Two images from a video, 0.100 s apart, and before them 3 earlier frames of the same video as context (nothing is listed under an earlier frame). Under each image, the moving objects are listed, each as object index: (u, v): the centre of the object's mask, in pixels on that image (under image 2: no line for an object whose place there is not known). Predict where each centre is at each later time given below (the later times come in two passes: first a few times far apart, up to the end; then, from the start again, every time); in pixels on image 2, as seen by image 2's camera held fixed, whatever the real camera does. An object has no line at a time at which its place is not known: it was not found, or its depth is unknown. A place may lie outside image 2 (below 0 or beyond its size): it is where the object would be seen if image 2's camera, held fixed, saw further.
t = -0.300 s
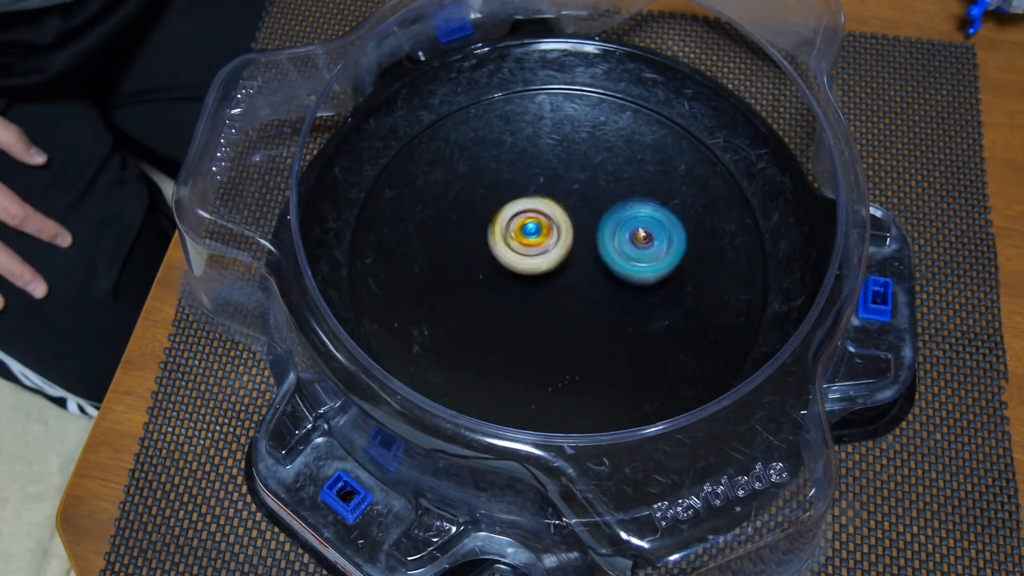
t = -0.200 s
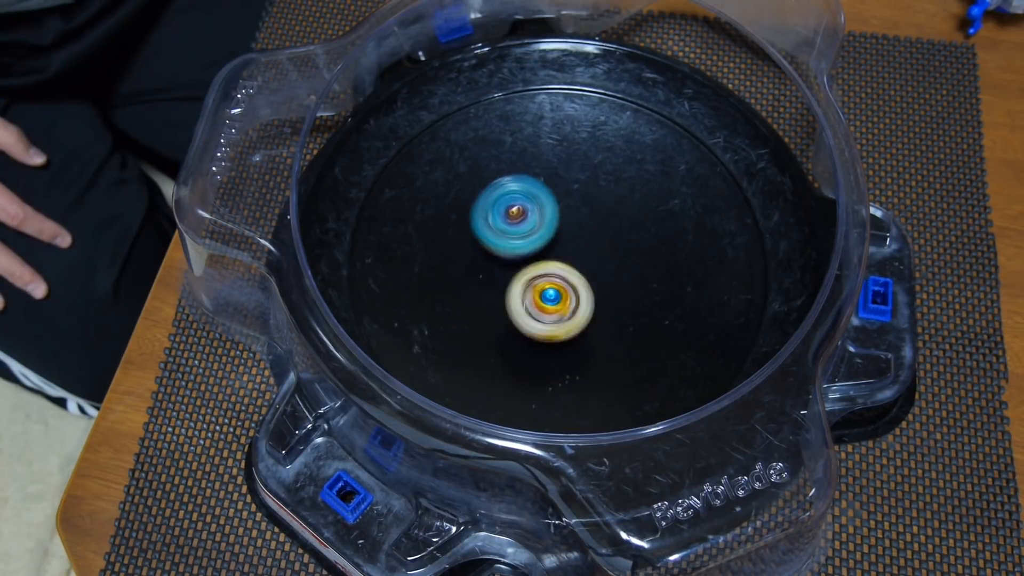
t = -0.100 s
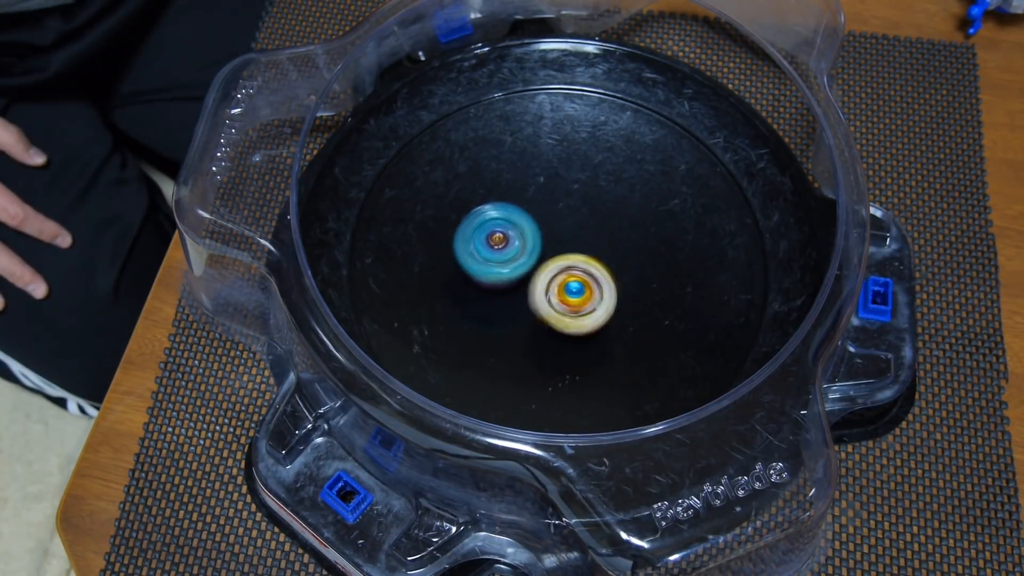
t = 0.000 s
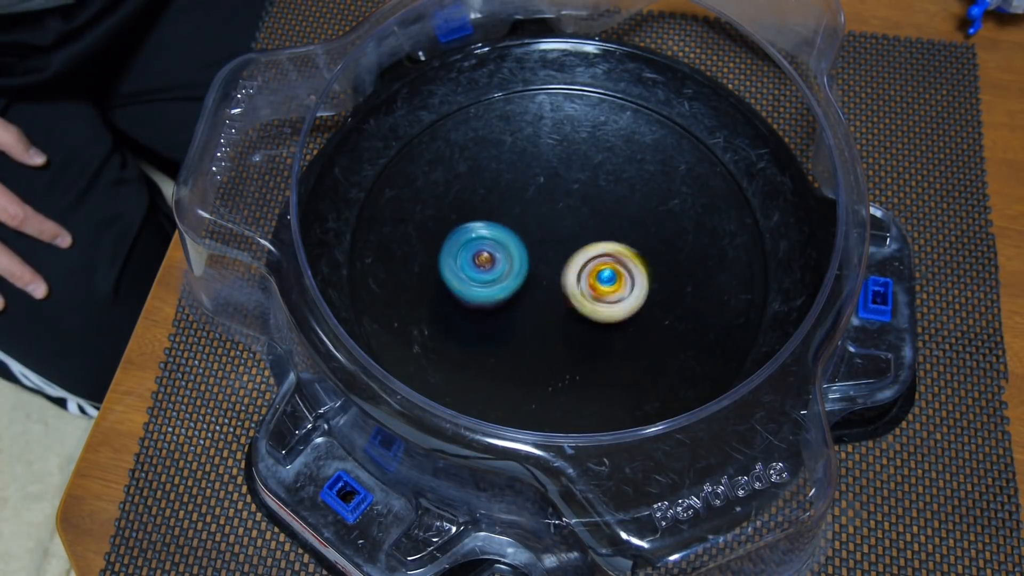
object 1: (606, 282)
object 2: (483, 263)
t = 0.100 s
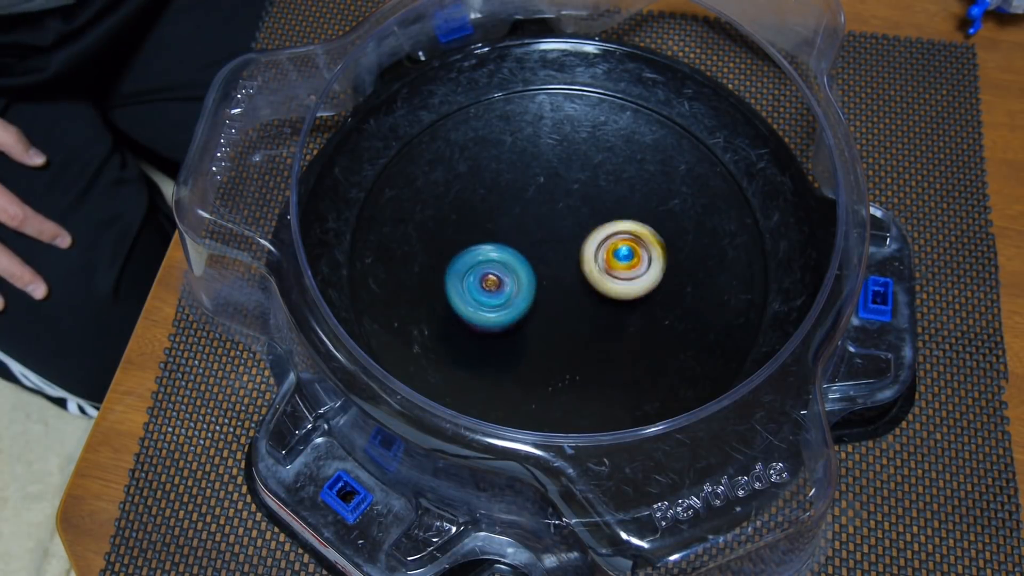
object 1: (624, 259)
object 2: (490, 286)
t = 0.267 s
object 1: (611, 217)
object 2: (547, 295)
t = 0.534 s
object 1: (545, 182)
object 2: (599, 249)
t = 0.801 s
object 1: (491, 214)
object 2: (594, 228)
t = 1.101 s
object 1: (511, 295)
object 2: (631, 243)
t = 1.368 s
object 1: (579, 298)
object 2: (631, 227)
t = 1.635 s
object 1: (473, 327)
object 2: (631, 185)
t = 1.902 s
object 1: (465, 277)
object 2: (554, 244)
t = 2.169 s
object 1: (470, 213)
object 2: (620, 301)
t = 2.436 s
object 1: (546, 241)
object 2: (640, 306)
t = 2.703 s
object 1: (534, 235)
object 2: (591, 293)
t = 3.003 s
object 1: (549, 203)
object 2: (523, 306)
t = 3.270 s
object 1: (593, 183)
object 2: (525, 312)
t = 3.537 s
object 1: (551, 205)
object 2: (561, 296)
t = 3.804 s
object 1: (553, 215)
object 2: (605, 288)
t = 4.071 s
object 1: (595, 192)
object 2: (605, 315)
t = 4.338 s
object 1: (559, 217)
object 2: (602, 290)
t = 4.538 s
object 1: (545, 213)
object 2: (609, 270)
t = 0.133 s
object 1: (625, 250)
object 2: (498, 292)
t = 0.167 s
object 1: (624, 241)
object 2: (508, 297)
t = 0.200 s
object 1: (622, 233)
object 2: (521, 299)
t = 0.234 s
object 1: (618, 224)
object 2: (534, 298)
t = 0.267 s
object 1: (611, 217)
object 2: (547, 295)
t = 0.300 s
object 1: (603, 212)
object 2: (560, 289)
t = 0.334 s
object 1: (597, 206)
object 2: (570, 282)
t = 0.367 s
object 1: (589, 197)
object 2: (577, 279)
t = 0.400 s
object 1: (579, 191)
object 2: (584, 274)
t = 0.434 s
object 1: (572, 188)
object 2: (589, 268)
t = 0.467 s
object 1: (563, 184)
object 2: (594, 261)
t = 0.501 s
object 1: (554, 183)
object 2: (597, 254)
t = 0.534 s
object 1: (545, 182)
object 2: (599, 249)
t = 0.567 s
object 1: (536, 180)
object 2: (600, 243)
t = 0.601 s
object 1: (527, 182)
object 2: (599, 236)
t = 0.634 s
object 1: (520, 186)
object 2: (596, 230)
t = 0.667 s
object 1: (513, 189)
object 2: (594, 227)
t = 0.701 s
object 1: (504, 192)
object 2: (595, 226)
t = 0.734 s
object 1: (498, 198)
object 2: (596, 226)
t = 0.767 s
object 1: (494, 206)
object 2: (596, 227)
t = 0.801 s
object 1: (491, 214)
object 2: (594, 228)
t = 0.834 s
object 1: (492, 224)
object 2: (594, 230)
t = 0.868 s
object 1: (495, 233)
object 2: (592, 233)
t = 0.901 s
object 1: (498, 242)
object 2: (590, 235)
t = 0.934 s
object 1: (501, 252)
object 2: (592, 238)
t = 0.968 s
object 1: (506, 260)
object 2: (593, 242)
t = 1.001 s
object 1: (504, 269)
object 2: (602, 244)
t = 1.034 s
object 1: (505, 279)
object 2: (614, 245)
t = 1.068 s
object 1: (507, 287)
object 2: (623, 244)
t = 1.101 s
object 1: (511, 295)
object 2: (631, 243)
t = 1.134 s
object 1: (519, 301)
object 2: (637, 242)
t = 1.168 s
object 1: (525, 305)
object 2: (643, 238)
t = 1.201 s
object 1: (533, 308)
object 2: (646, 235)
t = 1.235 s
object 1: (544, 310)
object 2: (647, 232)
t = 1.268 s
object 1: (552, 310)
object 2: (646, 230)
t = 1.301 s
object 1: (563, 308)
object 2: (643, 228)
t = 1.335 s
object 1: (572, 303)
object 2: (638, 227)
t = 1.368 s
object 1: (579, 298)
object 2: (631, 227)
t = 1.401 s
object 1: (577, 298)
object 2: (629, 225)
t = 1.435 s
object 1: (556, 307)
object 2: (640, 210)
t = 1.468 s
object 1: (538, 313)
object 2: (651, 199)
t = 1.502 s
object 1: (519, 318)
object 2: (656, 191)
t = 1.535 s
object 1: (504, 324)
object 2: (656, 187)
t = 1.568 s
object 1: (489, 330)
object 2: (651, 183)
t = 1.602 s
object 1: (479, 330)
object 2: (642, 183)
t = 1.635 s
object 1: (473, 327)
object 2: (631, 185)
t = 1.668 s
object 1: (470, 325)
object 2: (621, 188)
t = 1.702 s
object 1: (467, 320)
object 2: (609, 194)
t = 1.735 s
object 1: (464, 315)
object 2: (598, 201)
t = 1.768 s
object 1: (464, 311)
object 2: (588, 210)
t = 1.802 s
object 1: (462, 303)
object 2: (578, 217)
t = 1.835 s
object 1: (461, 294)
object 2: (569, 226)
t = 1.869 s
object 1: (463, 287)
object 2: (560, 235)
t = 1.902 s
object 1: (465, 277)
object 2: (554, 244)
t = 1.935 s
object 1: (459, 266)
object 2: (556, 253)
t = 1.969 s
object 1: (446, 251)
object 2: (572, 263)
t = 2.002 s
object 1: (441, 239)
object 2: (585, 273)
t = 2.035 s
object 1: (442, 229)
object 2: (594, 279)
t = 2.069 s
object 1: (446, 222)
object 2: (602, 286)
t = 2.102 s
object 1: (453, 218)
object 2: (609, 292)
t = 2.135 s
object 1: (461, 215)
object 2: (614, 297)
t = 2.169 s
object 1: (470, 213)
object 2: (620, 301)
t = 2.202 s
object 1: (480, 213)
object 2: (625, 307)
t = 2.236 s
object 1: (491, 214)
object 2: (630, 309)
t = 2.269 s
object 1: (502, 217)
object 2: (634, 312)
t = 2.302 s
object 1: (512, 220)
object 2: (638, 314)
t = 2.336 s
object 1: (522, 225)
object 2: (641, 314)
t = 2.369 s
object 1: (531, 229)
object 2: (643, 312)
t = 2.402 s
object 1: (539, 235)
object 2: (642, 311)
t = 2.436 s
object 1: (546, 241)
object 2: (640, 306)
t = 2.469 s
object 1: (552, 247)
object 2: (636, 303)
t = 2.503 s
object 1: (555, 252)
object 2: (632, 299)
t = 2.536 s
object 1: (556, 255)
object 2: (625, 294)
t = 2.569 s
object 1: (552, 250)
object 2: (619, 294)
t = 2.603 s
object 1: (547, 246)
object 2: (614, 293)
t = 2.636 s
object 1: (542, 242)
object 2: (607, 293)
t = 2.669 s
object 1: (537, 239)
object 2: (600, 293)
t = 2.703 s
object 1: (534, 235)
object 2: (591, 293)
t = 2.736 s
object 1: (532, 231)
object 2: (585, 295)
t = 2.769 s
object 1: (530, 227)
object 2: (576, 294)
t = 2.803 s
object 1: (528, 223)
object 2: (570, 294)
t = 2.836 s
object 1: (528, 221)
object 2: (563, 294)
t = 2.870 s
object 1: (530, 220)
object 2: (556, 293)
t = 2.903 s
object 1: (531, 220)
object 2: (550, 292)
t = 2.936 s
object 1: (531, 219)
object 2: (542, 289)
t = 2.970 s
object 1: (535, 220)
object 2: (536, 293)
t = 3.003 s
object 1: (549, 203)
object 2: (523, 306)
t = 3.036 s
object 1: (565, 189)
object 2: (515, 319)
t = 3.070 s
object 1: (574, 180)
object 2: (510, 324)
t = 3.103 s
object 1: (584, 171)
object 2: (506, 327)
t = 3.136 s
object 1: (592, 169)
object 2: (510, 325)
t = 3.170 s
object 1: (596, 170)
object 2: (510, 325)
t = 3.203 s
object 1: (596, 174)
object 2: (516, 320)
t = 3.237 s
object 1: (594, 179)
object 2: (520, 318)
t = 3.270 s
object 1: (593, 183)
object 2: (525, 312)
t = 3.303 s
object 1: (588, 190)
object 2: (531, 307)
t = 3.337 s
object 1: (582, 198)
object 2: (539, 300)
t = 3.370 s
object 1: (577, 206)
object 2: (545, 294)
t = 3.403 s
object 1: (567, 214)
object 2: (552, 288)
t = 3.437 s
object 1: (563, 219)
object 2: (556, 286)
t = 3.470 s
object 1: (557, 214)
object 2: (555, 290)
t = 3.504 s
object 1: (556, 210)
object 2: (556, 294)
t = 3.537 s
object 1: (551, 205)
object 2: (561, 296)
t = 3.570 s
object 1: (551, 202)
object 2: (567, 299)
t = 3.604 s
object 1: (550, 202)
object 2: (574, 302)
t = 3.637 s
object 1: (549, 201)
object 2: (579, 302)
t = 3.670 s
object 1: (551, 203)
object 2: (586, 303)
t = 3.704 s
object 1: (550, 204)
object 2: (592, 300)
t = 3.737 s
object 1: (550, 207)
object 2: (598, 297)
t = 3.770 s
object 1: (551, 211)
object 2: (602, 293)
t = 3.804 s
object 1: (553, 215)
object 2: (605, 288)
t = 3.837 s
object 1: (555, 220)
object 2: (607, 282)
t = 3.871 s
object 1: (560, 223)
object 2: (608, 281)
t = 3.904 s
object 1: (569, 216)
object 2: (615, 295)
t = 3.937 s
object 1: (577, 208)
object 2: (612, 307)
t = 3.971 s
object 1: (585, 203)
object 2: (610, 312)
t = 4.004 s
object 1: (591, 198)
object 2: (609, 317)
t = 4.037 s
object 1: (594, 194)
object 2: (606, 317)
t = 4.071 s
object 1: (595, 192)
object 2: (605, 315)
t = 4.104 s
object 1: (594, 192)
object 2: (607, 314)
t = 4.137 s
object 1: (592, 194)
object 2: (606, 311)
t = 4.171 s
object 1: (589, 199)
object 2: (604, 309)
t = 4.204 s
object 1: (586, 205)
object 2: (604, 307)
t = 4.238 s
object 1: (581, 210)
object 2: (602, 302)
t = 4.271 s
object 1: (574, 213)
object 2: (604, 299)
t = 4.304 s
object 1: (567, 216)
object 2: (605, 296)
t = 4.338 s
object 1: (559, 217)
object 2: (602, 290)
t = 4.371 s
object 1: (553, 216)
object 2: (604, 286)
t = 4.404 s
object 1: (549, 215)
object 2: (604, 281)
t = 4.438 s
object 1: (546, 213)
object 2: (605, 276)
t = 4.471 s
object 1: (544, 212)
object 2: (607, 273)
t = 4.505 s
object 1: (544, 212)
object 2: (607, 271)
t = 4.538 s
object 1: (545, 213)
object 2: (609, 270)
